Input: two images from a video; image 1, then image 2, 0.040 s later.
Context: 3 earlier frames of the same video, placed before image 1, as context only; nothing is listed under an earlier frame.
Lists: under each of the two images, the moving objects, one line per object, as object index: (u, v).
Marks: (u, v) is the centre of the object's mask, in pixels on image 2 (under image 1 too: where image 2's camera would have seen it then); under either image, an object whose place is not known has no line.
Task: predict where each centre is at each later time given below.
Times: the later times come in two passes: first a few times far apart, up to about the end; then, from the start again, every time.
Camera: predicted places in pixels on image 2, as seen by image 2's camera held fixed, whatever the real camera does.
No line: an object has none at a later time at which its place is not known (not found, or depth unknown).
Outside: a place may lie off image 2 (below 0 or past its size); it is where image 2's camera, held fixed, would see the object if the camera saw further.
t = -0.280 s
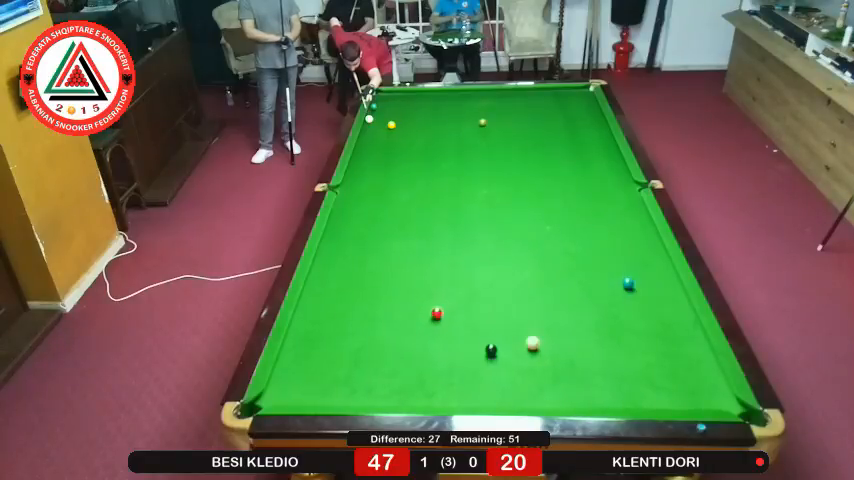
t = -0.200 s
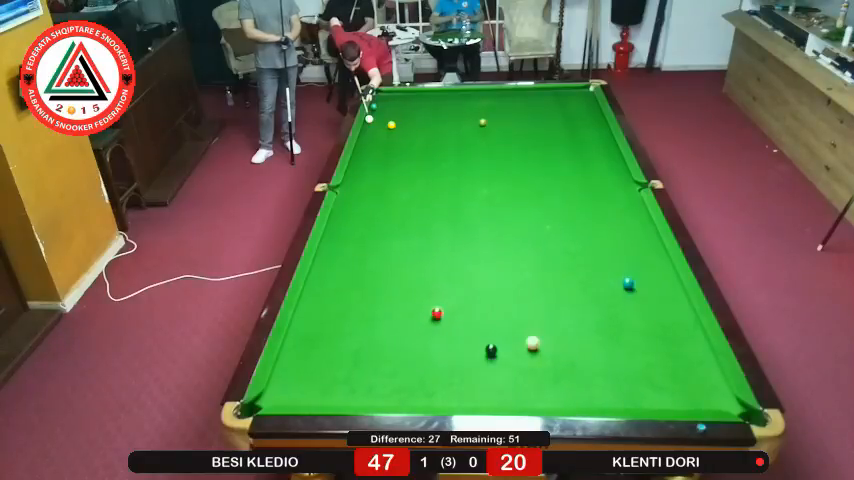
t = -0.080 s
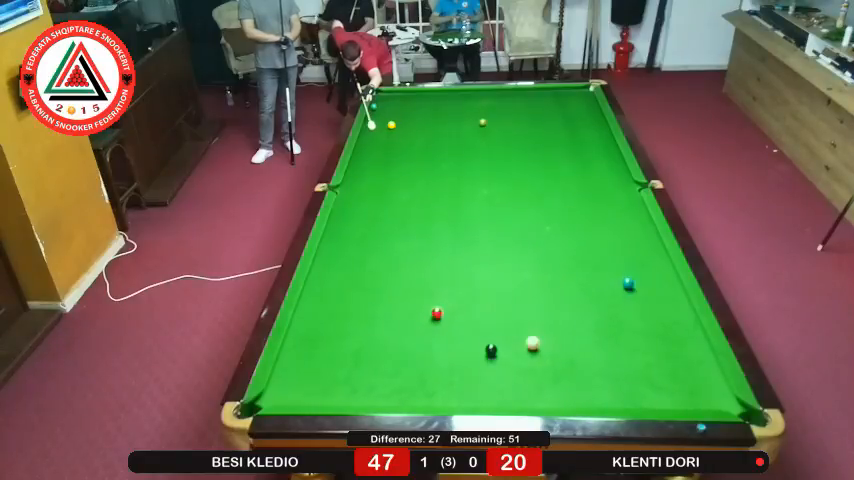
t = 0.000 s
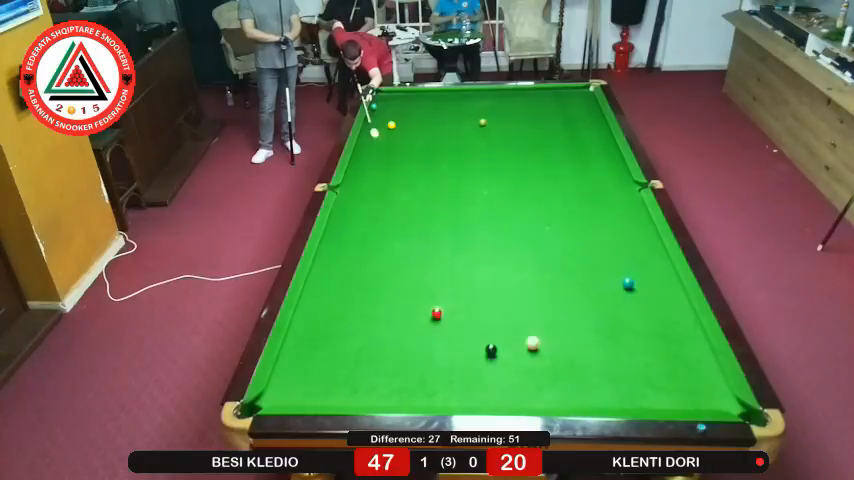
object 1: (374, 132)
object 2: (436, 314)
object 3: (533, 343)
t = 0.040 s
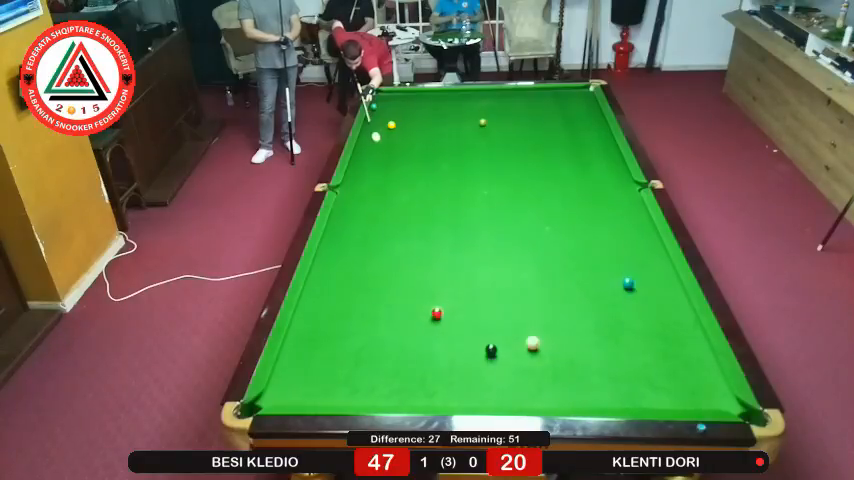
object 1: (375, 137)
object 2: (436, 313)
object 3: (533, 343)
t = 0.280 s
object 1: (385, 162)
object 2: (436, 314)
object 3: (533, 343)
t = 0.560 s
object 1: (398, 198)
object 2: (436, 314)
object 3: (533, 343)
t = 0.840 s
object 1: (414, 241)
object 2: (436, 314)
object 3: (533, 343)
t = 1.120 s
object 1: (434, 295)
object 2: (436, 313)
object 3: (533, 343)
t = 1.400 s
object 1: (469, 318)
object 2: (425, 358)
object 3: (533, 343)
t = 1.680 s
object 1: (506, 338)
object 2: (414, 394)
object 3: (533, 343)
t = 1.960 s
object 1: (533, 360)
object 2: (413, 361)
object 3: (543, 342)
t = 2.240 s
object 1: (554, 385)
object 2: (411, 334)
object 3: (557, 340)
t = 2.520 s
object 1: (572, 398)
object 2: (410, 310)
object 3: (569, 339)
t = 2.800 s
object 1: (581, 383)
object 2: (409, 290)
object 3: (578, 338)
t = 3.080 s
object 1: (588, 370)
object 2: (408, 273)
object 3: (586, 337)
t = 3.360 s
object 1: (594, 359)
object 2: (407, 258)
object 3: (591, 337)
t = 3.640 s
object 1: (599, 349)
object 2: (407, 244)
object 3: (594, 336)
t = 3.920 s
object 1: (605, 344)
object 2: (405, 233)
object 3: (595, 334)
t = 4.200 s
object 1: (610, 342)
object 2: (405, 222)
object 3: (595, 332)
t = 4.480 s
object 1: (614, 341)
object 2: (404, 213)
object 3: (594, 330)
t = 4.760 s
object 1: (615, 340)
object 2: (403, 205)
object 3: (594, 330)
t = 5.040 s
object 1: (615, 340)
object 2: (402, 198)
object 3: (594, 330)
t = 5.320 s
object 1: (615, 340)
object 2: (401, 193)
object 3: (594, 330)
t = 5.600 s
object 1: (615, 340)
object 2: (400, 187)
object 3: (594, 330)
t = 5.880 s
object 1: (615, 340)
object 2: (399, 183)
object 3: (594, 330)
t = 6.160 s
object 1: (615, 340)
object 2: (399, 179)
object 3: (594, 331)
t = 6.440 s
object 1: (615, 340)
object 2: (398, 176)
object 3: (594, 331)
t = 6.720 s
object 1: (615, 340)
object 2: (398, 173)
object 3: (594, 331)
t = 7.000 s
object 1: (615, 340)
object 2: (397, 171)
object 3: (594, 331)
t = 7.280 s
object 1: (615, 340)
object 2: (397, 170)
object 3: (594, 330)
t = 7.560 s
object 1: (615, 340)
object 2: (396, 169)
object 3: (594, 330)
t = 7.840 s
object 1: (615, 340)
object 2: (396, 169)
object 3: (594, 330)
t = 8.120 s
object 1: (615, 340)
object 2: (396, 169)
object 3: (594, 330)
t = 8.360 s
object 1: (615, 340)
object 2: (396, 169)
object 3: (594, 330)
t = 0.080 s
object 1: (377, 141)
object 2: (436, 314)
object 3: (533, 343)
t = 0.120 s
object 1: (378, 145)
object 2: (436, 314)
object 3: (533, 343)
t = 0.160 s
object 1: (380, 149)
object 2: (436, 314)
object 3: (533, 343)
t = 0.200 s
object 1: (382, 153)
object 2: (436, 314)
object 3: (533, 343)
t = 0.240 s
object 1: (383, 158)
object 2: (436, 313)
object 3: (533, 343)
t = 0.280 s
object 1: (385, 162)
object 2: (436, 314)
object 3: (533, 343)
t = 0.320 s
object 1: (387, 167)
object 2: (437, 313)
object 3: (533, 343)
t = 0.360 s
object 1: (389, 172)
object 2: (437, 313)
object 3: (533, 343)
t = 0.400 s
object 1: (391, 177)
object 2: (436, 314)
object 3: (533, 343)
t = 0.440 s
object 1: (393, 182)
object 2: (436, 314)
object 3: (533, 343)
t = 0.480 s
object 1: (394, 187)
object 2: (436, 314)
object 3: (533, 343)
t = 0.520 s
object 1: (396, 193)
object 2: (437, 313)
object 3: (533, 343)
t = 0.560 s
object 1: (398, 198)
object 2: (436, 314)
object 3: (533, 343)
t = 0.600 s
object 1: (401, 204)
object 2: (436, 314)
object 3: (533, 343)
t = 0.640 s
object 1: (403, 210)
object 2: (437, 313)
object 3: (533, 343)
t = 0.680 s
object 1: (405, 216)
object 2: (436, 314)
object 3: (533, 343)
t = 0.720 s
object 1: (407, 222)
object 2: (436, 314)
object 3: (533, 343)
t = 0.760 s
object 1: (409, 228)
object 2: (436, 314)
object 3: (533, 343)
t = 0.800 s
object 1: (412, 235)
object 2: (436, 314)
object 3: (533, 343)
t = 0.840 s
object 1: (414, 241)
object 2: (436, 314)
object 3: (533, 343)
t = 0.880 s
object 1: (417, 248)
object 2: (436, 314)
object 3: (533, 343)
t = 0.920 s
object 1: (420, 255)
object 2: (436, 314)
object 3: (533, 343)
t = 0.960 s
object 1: (423, 263)
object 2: (436, 314)
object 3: (533, 343)
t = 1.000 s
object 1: (425, 270)
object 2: (436, 314)
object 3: (533, 343)
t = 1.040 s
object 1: (428, 278)
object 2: (436, 314)
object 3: (533, 343)
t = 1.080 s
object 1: (431, 286)
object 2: (436, 314)
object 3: (533, 343)
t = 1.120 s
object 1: (434, 295)
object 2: (436, 313)
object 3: (533, 343)
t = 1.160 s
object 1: (438, 302)
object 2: (436, 314)
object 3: (533, 343)
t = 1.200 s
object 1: (443, 306)
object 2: (435, 321)
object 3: (533, 343)
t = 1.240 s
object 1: (448, 308)
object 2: (432, 329)
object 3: (533, 343)
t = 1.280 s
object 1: (453, 310)
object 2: (430, 337)
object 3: (533, 343)
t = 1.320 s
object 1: (458, 312)
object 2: (428, 345)
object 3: (533, 343)
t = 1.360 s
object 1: (464, 315)
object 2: (426, 352)
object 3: (533, 343)
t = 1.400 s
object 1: (469, 318)
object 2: (425, 358)
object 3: (533, 343)
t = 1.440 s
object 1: (474, 321)
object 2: (423, 366)
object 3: (533, 343)
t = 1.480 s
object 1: (479, 323)
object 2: (421, 373)
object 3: (533, 343)
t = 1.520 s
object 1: (484, 326)
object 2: (419, 380)
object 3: (533, 343)
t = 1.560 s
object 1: (490, 329)
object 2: (417, 387)
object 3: (533, 343)
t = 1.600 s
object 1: (495, 332)
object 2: (415, 394)
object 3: (533, 343)
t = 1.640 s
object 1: (501, 335)
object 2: (414, 397)
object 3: (533, 343)
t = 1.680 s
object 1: (506, 338)
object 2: (414, 394)
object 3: (533, 343)
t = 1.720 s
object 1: (511, 341)
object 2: (413, 389)
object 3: (533, 342)
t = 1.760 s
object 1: (517, 344)
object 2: (413, 384)
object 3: (533, 343)
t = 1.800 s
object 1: (521, 347)
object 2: (413, 379)
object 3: (534, 343)
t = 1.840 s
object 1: (524, 350)
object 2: (413, 374)
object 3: (536, 342)
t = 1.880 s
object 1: (527, 354)
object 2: (413, 369)
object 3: (538, 342)
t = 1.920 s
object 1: (530, 357)
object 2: (413, 365)
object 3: (540, 342)
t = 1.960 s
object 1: (533, 360)
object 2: (413, 361)
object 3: (543, 342)
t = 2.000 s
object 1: (536, 364)
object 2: (412, 357)
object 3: (545, 341)
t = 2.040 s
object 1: (539, 367)
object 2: (412, 353)
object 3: (547, 341)
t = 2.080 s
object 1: (542, 371)
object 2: (412, 349)
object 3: (549, 341)
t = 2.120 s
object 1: (545, 374)
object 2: (412, 345)
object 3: (551, 340)
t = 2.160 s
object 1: (548, 377)
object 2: (412, 341)
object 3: (553, 340)
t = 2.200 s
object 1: (551, 381)
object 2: (411, 338)
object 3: (555, 340)
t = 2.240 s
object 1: (554, 385)
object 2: (411, 334)
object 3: (557, 340)
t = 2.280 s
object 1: (557, 388)
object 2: (411, 330)
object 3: (559, 340)
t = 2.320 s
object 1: (561, 392)
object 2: (411, 327)
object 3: (561, 340)
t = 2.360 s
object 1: (563, 395)
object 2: (411, 323)
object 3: (562, 339)
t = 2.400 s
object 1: (566, 397)
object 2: (411, 320)
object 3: (564, 339)
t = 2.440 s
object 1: (569, 400)
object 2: (411, 317)
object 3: (565, 339)
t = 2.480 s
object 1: (571, 399)
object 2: (410, 314)
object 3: (567, 339)
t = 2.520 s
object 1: (572, 398)
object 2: (410, 310)
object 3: (569, 339)
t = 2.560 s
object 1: (574, 396)
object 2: (410, 307)
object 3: (570, 339)
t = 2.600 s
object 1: (575, 395)
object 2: (410, 304)
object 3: (571, 338)
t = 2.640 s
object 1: (576, 392)
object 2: (410, 301)
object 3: (573, 338)
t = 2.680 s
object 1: (577, 389)
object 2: (410, 298)
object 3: (574, 338)
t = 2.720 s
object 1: (578, 387)
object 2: (409, 296)
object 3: (576, 338)
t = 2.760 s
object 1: (580, 385)
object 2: (410, 293)
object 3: (577, 338)
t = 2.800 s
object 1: (581, 383)
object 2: (409, 290)
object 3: (578, 338)
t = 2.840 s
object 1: (582, 381)
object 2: (409, 288)
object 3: (579, 338)
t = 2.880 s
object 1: (583, 379)
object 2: (409, 285)
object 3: (581, 338)
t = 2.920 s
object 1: (584, 377)
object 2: (409, 282)
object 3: (582, 337)
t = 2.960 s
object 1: (585, 375)
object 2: (409, 280)
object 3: (583, 337)
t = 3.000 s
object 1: (586, 373)
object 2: (408, 278)
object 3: (584, 337)
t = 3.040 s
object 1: (587, 372)
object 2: (408, 275)
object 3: (585, 337)
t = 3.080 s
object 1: (588, 370)
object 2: (408, 273)
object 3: (586, 337)
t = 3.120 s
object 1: (588, 368)
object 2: (408, 271)
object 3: (587, 337)
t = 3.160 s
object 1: (589, 367)
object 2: (408, 268)
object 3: (588, 337)
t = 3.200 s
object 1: (590, 365)
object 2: (407, 266)
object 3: (588, 337)
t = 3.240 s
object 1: (591, 363)
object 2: (408, 264)
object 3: (589, 337)
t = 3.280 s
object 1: (592, 362)
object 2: (407, 262)
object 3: (590, 337)
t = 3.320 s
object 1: (593, 360)
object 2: (407, 260)
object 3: (591, 337)
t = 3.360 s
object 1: (594, 359)
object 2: (407, 258)
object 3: (591, 337)
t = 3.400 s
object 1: (594, 357)
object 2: (407, 256)
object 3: (592, 337)
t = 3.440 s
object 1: (595, 356)
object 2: (407, 254)
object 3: (593, 336)
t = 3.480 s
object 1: (596, 354)
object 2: (407, 252)
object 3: (593, 337)
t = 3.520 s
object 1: (597, 353)
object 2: (407, 250)
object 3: (593, 336)
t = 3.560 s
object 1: (597, 352)
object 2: (407, 248)
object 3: (594, 336)
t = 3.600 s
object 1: (598, 350)
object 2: (407, 246)
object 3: (594, 336)
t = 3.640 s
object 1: (599, 349)
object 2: (407, 244)
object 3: (594, 336)
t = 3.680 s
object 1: (600, 348)
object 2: (406, 243)
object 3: (594, 335)
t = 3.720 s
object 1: (600, 346)
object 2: (406, 241)
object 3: (594, 335)
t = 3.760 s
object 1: (601, 345)
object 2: (406, 239)
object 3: (594, 335)
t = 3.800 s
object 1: (602, 344)
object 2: (406, 237)
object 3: (594, 334)
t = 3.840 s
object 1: (603, 344)
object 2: (406, 236)
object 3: (594, 334)
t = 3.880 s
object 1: (604, 344)
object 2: (406, 234)
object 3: (594, 334)
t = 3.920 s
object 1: (605, 344)
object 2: (405, 233)
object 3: (595, 334)
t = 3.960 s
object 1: (606, 344)
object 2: (405, 231)
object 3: (595, 334)
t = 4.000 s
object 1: (607, 344)
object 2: (405, 230)
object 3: (595, 333)
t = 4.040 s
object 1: (607, 343)
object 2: (405, 228)
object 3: (595, 333)
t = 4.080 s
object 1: (608, 343)
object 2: (405, 227)
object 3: (595, 333)
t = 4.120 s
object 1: (609, 343)
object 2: (405, 225)
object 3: (595, 332)
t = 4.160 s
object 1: (609, 342)
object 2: (404, 224)
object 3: (595, 332)
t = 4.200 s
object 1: (610, 342)
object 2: (405, 222)
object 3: (595, 332)
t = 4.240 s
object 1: (611, 342)
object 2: (404, 221)
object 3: (595, 331)
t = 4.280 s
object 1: (612, 342)
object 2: (404, 220)
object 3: (595, 331)
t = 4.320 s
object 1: (612, 342)
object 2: (404, 218)
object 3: (595, 331)
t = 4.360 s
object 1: (613, 341)
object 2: (404, 217)
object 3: (595, 331)
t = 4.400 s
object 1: (613, 341)
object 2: (404, 216)
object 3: (595, 331)
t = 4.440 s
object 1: (613, 341)
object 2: (404, 215)
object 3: (595, 330)
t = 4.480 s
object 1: (614, 341)
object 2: (404, 213)
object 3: (594, 330)
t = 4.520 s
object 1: (614, 341)
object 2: (404, 212)
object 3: (594, 330)
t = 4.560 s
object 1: (614, 341)
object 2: (403, 211)
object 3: (594, 330)
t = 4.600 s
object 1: (615, 341)
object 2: (403, 210)
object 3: (594, 330)
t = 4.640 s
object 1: (615, 340)
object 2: (403, 209)
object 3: (594, 330)
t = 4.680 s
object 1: (615, 340)
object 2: (403, 208)
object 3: (594, 330)
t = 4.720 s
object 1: (615, 340)
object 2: (403, 207)
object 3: (594, 330)
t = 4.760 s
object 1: (615, 340)
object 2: (403, 205)
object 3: (594, 330)
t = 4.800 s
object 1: (615, 340)
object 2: (403, 204)
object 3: (594, 330)
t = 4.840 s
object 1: (615, 340)
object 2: (403, 203)
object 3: (594, 331)
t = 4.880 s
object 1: (615, 340)
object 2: (402, 202)
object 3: (594, 331)
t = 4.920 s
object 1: (615, 340)
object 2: (402, 201)
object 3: (594, 331)
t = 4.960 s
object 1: (615, 340)
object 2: (402, 200)
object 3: (594, 331)
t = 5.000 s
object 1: (615, 340)
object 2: (402, 199)
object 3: (594, 330)
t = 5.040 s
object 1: (615, 340)
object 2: (402, 198)
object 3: (594, 330)
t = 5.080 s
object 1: (615, 340)
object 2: (402, 197)
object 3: (594, 330)
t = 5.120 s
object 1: (615, 340)
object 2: (402, 197)
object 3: (594, 330)
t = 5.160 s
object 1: (615, 340)
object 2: (402, 196)
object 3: (594, 330)
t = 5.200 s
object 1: (615, 340)
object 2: (401, 195)
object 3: (594, 330)
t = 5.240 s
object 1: (615, 340)
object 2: (402, 194)
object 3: (594, 330)
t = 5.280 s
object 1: (615, 340)
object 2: (401, 194)
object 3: (594, 330)
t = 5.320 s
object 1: (615, 340)
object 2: (401, 193)
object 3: (594, 330)
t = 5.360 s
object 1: (615, 340)
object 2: (401, 192)
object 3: (594, 330)
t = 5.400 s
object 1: (615, 340)
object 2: (401, 191)
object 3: (594, 330)
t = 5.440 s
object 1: (615, 340)
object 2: (400, 190)
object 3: (594, 330)
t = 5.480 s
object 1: (615, 340)
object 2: (400, 190)
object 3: (594, 330)
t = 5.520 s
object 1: (615, 340)
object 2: (400, 189)
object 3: (594, 331)
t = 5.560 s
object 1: (615, 340)
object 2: (400, 188)
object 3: (594, 330)
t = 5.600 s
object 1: (615, 340)
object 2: (400, 187)
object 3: (594, 330)
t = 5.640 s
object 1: (615, 340)
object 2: (400, 187)
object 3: (594, 330)
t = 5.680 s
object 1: (615, 340)
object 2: (400, 186)
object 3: (594, 330)
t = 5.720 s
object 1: (615, 340)
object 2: (400, 185)
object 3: (594, 330)
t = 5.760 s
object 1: (615, 340)
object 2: (400, 184)
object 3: (594, 330)
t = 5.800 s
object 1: (615, 340)
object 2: (400, 184)
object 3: (594, 330)
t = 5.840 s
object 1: (615, 340)
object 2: (400, 183)
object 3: (594, 330)
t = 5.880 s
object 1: (615, 340)
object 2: (399, 183)
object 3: (594, 330)
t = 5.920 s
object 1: (615, 340)
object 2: (399, 182)
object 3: (594, 330)
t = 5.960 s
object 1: (615, 340)
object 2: (399, 181)
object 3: (594, 330)
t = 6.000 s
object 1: (615, 340)
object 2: (399, 181)
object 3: (594, 330)
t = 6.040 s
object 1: (615, 340)
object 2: (399, 181)
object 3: (594, 330)
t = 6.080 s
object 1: (615, 340)
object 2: (399, 180)
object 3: (594, 331)
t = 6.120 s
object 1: (615, 340)
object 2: (399, 180)
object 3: (594, 331)
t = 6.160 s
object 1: (615, 340)
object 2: (399, 179)
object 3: (594, 331)
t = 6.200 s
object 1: (615, 340)
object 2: (399, 179)
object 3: (594, 331)
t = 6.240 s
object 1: (615, 340)
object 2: (398, 178)
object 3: (594, 331)
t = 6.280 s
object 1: (615, 340)
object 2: (398, 178)
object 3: (594, 331)
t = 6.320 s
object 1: (615, 340)
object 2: (399, 177)
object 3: (594, 331)
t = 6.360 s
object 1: (615, 340)
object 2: (399, 176)
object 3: (594, 331)
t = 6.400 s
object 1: (615, 340)
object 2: (399, 176)
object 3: (594, 331)
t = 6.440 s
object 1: (615, 340)
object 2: (398, 176)
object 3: (594, 331)
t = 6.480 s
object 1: (615, 340)
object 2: (398, 175)
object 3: (594, 331)
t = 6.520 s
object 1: (615, 340)
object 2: (398, 175)
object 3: (594, 331)
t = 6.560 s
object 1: (615, 340)
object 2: (398, 175)
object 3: (594, 331)
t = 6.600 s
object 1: (615, 340)
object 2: (398, 174)
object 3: (594, 331)
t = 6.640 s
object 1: (615, 340)
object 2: (398, 174)
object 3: (594, 331)
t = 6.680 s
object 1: (615, 340)
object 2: (398, 174)
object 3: (594, 331)
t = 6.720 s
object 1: (615, 340)
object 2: (398, 173)
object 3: (594, 331)
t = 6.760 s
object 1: (615, 340)
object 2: (398, 173)
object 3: (594, 331)
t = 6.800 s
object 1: (615, 340)
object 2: (397, 173)
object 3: (594, 331)
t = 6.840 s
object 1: (615, 340)
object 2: (397, 173)
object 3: (594, 331)
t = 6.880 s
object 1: (615, 340)
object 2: (397, 172)
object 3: (594, 331)
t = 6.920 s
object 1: (615, 341)
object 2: (397, 172)
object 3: (594, 331)
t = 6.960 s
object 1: (615, 341)
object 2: (397, 172)
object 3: (594, 331)
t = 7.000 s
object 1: (615, 340)
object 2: (397, 171)
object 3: (594, 331)
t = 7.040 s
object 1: (615, 340)
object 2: (397, 171)
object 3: (594, 331)
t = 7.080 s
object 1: (615, 340)
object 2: (397, 171)
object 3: (594, 331)
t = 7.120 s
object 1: (615, 340)
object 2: (397, 171)
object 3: (594, 331)
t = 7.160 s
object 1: (615, 340)
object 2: (397, 171)
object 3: (594, 331)
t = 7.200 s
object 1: (615, 340)
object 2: (397, 170)
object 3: (594, 330)
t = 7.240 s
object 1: (615, 340)
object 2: (397, 170)
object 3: (594, 330)
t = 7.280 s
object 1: (615, 340)
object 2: (397, 170)
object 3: (594, 330)
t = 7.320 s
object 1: (615, 340)
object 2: (397, 170)
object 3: (594, 330)
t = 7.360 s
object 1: (615, 340)
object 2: (397, 170)
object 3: (594, 330)
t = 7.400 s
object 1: (615, 340)
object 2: (397, 170)
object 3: (594, 330)
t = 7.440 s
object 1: (615, 341)
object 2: (397, 170)
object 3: (594, 330)
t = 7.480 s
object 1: (615, 340)
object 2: (396, 169)
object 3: (594, 330)
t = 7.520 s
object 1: (615, 340)
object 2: (396, 169)
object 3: (594, 330)
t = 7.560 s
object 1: (615, 340)
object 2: (396, 169)
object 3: (594, 330)
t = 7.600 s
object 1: (615, 340)
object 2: (396, 169)
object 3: (594, 330)
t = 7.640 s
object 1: (615, 340)
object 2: (396, 169)
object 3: (594, 330)
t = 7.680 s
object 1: (615, 340)
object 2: (396, 169)
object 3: (594, 330)
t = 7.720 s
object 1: (615, 340)
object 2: (396, 169)
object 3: (594, 330)
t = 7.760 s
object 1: (615, 340)
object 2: (396, 169)
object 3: (594, 330)
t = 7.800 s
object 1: (615, 340)
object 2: (396, 169)
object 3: (594, 331)
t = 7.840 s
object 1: (615, 340)
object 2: (396, 169)
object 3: (594, 330)
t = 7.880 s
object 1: (615, 340)
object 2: (396, 169)
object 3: (594, 330)
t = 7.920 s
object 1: (615, 340)
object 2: (396, 169)
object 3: (594, 330)
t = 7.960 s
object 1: (615, 340)
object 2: (396, 169)
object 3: (595, 331)
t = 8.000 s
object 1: (615, 340)
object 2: (396, 169)
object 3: (594, 330)
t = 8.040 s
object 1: (615, 340)
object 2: (396, 169)
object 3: (594, 330)
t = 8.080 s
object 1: (615, 340)
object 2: (396, 169)
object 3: (594, 330)
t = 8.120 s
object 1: (615, 340)
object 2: (396, 169)
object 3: (594, 330)
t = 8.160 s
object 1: (615, 340)
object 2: (396, 169)
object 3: (594, 330)
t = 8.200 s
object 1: (615, 340)
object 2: (396, 169)
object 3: (594, 330)
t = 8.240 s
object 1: (614, 339)
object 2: (396, 169)
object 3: (594, 331)
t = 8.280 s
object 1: (614, 338)
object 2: (396, 169)
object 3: (594, 331)
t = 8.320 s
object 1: (614, 339)
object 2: (396, 169)
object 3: (594, 330)
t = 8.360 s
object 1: (615, 340)
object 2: (396, 169)
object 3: (594, 330)
